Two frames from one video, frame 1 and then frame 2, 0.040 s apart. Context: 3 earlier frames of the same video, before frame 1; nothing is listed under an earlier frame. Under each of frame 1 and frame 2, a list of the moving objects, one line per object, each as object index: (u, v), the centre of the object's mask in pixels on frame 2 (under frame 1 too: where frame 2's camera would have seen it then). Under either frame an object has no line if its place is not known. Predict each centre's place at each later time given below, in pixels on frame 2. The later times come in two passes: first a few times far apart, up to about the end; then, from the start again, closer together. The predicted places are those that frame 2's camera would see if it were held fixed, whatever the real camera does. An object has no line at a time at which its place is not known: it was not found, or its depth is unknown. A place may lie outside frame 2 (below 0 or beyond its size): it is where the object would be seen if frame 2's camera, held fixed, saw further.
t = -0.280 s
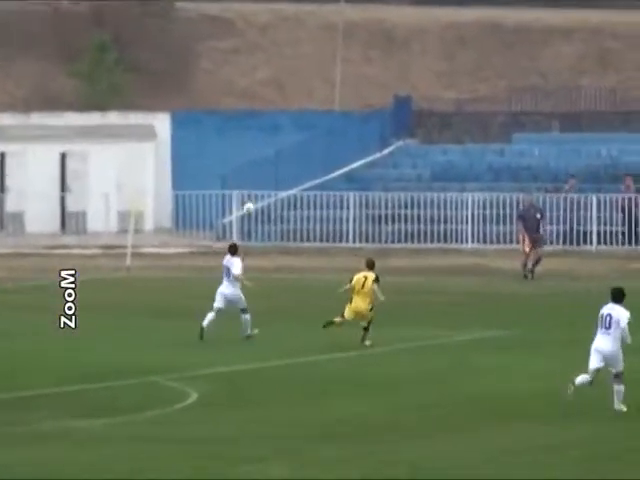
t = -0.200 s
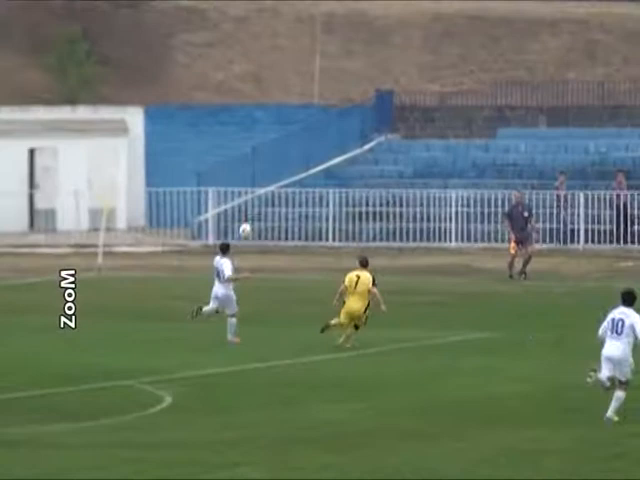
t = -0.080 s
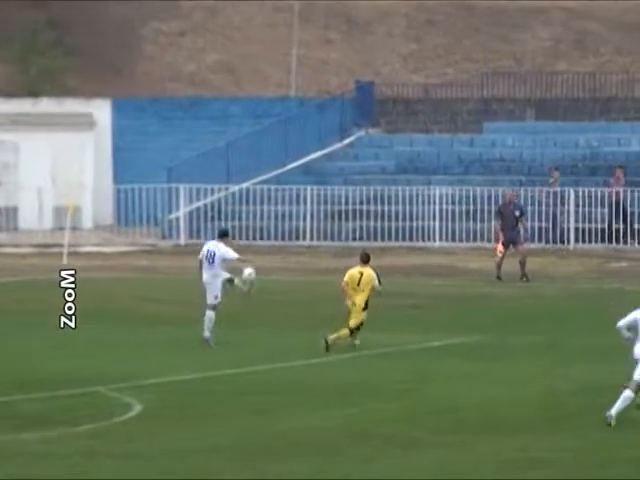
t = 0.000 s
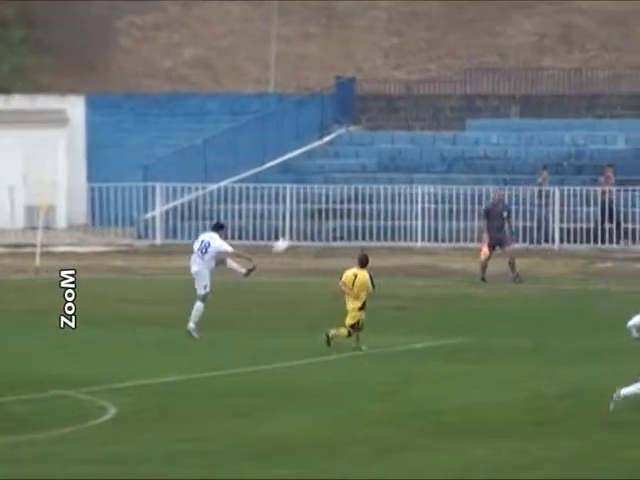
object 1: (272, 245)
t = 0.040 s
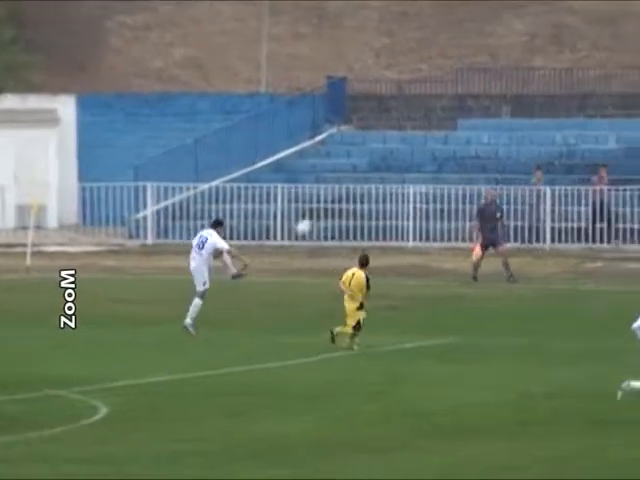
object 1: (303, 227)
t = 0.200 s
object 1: (426, 167)
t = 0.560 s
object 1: (707, 110)
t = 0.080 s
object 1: (334, 209)
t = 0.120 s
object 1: (364, 194)
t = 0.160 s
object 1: (395, 180)
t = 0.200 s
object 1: (426, 167)
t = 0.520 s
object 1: (674, 110)
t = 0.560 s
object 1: (707, 110)
